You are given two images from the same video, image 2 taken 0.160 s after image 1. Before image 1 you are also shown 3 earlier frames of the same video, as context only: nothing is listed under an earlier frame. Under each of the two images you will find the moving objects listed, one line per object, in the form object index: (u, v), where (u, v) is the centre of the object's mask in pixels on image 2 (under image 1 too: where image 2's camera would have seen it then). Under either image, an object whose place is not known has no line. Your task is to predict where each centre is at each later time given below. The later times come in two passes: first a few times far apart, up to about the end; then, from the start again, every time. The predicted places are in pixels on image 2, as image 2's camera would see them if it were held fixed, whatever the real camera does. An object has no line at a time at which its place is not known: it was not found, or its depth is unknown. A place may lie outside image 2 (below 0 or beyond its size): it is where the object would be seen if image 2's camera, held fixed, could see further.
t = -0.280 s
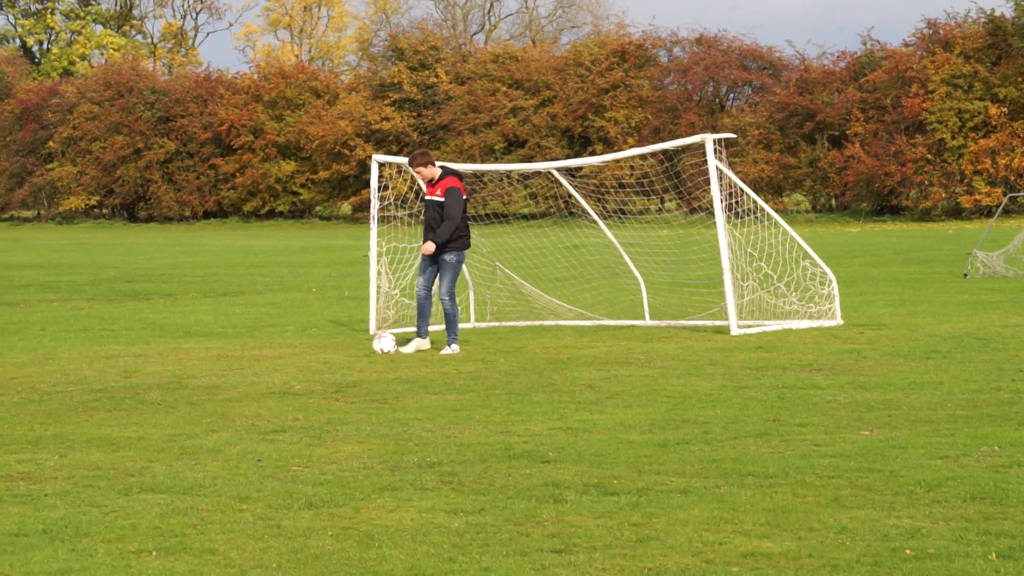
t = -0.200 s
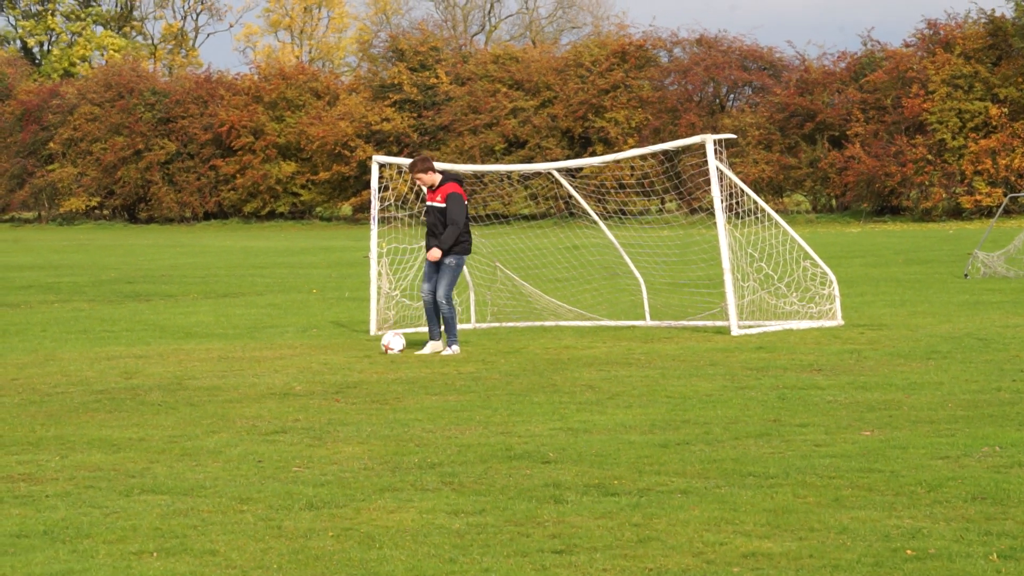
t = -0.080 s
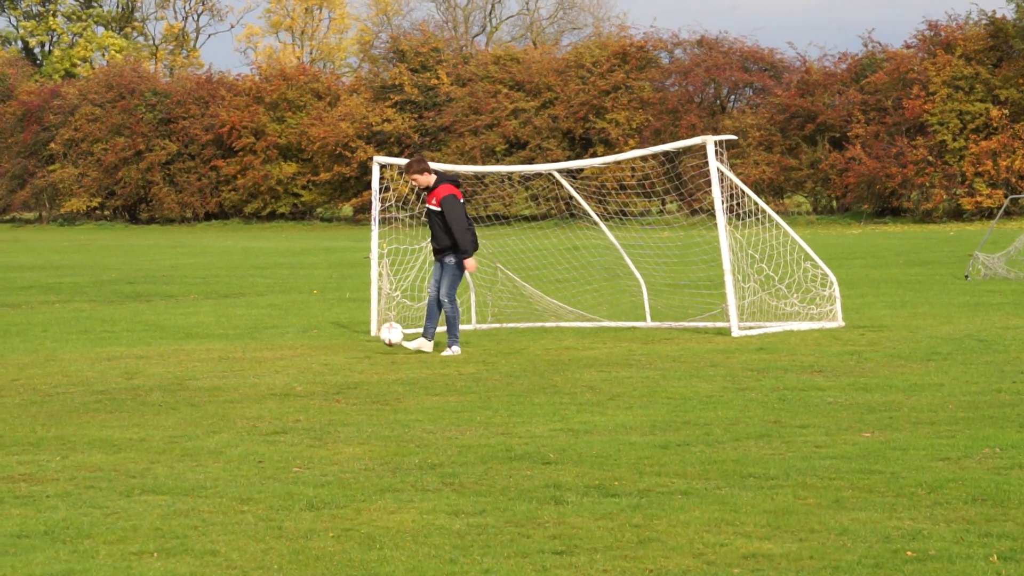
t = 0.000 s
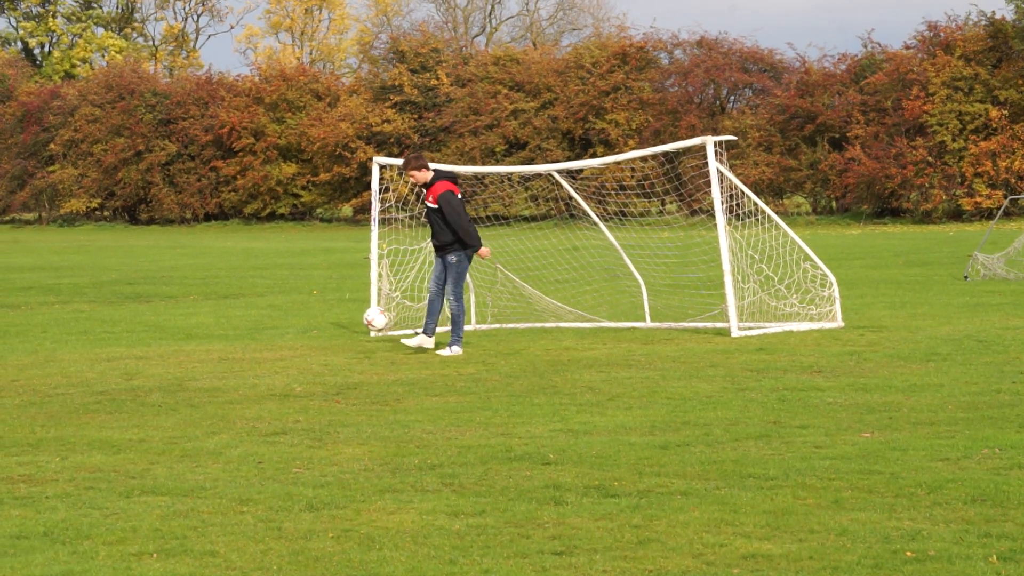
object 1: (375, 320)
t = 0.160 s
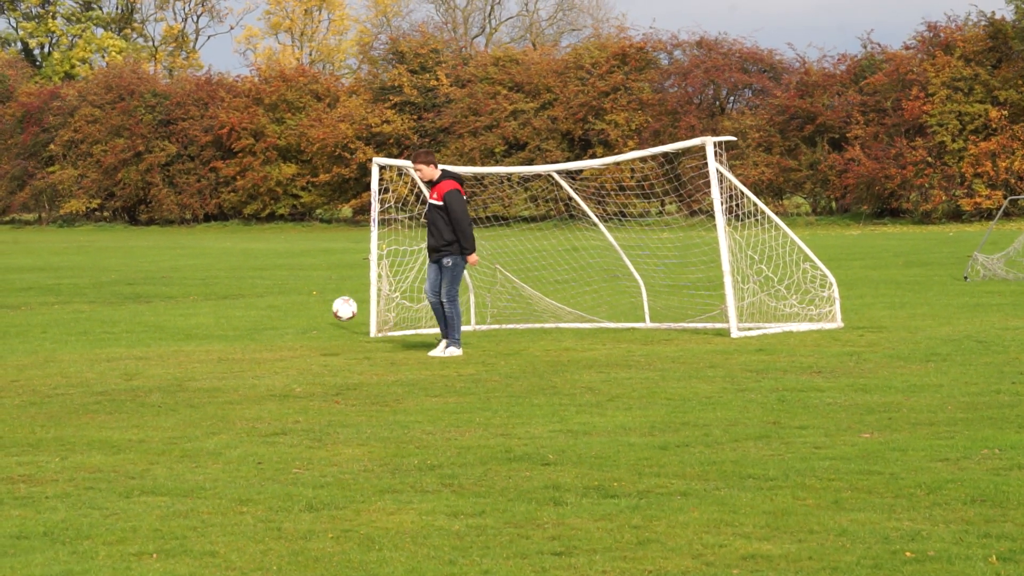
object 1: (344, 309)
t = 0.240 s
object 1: (329, 314)
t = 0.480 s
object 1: (289, 347)
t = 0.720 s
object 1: (280, 350)
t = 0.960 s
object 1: (271, 353)
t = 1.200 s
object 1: (261, 354)
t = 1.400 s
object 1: (255, 354)
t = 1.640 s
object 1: (250, 355)
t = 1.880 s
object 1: (247, 355)
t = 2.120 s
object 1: (247, 355)
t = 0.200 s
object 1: (337, 310)
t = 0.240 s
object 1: (329, 314)
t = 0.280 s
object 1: (321, 319)
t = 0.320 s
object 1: (313, 326)
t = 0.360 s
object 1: (305, 335)
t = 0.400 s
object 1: (297, 346)
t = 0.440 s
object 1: (291, 352)
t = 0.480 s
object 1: (289, 347)
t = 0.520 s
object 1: (288, 344)
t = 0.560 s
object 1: (286, 342)
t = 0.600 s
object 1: (285, 341)
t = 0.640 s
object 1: (283, 343)
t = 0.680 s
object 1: (281, 346)
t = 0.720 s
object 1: (280, 350)
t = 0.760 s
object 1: (279, 352)
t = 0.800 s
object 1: (277, 350)
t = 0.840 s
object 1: (276, 350)
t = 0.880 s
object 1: (274, 352)
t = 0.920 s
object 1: (272, 353)
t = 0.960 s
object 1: (271, 353)
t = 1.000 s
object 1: (269, 353)
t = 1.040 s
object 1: (267, 353)
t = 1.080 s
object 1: (266, 353)
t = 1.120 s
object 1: (264, 353)
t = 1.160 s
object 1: (262, 354)
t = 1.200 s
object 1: (261, 354)
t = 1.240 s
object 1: (260, 354)
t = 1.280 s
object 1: (259, 354)
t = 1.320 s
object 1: (257, 354)
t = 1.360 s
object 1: (256, 354)
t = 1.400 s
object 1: (255, 354)
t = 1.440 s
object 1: (254, 355)
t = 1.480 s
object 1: (253, 355)
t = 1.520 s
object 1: (252, 355)
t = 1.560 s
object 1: (251, 355)
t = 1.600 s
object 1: (250, 355)
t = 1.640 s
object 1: (250, 355)
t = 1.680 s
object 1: (249, 355)
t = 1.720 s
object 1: (249, 355)
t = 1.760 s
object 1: (248, 355)
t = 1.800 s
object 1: (248, 355)
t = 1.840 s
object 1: (247, 355)
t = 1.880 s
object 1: (247, 355)
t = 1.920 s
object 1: (247, 355)
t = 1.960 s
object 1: (247, 355)
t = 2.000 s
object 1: (247, 355)
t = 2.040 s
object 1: (247, 355)
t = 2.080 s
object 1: (247, 355)
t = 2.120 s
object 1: (247, 355)
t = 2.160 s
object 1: (247, 355)
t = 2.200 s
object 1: (247, 355)
